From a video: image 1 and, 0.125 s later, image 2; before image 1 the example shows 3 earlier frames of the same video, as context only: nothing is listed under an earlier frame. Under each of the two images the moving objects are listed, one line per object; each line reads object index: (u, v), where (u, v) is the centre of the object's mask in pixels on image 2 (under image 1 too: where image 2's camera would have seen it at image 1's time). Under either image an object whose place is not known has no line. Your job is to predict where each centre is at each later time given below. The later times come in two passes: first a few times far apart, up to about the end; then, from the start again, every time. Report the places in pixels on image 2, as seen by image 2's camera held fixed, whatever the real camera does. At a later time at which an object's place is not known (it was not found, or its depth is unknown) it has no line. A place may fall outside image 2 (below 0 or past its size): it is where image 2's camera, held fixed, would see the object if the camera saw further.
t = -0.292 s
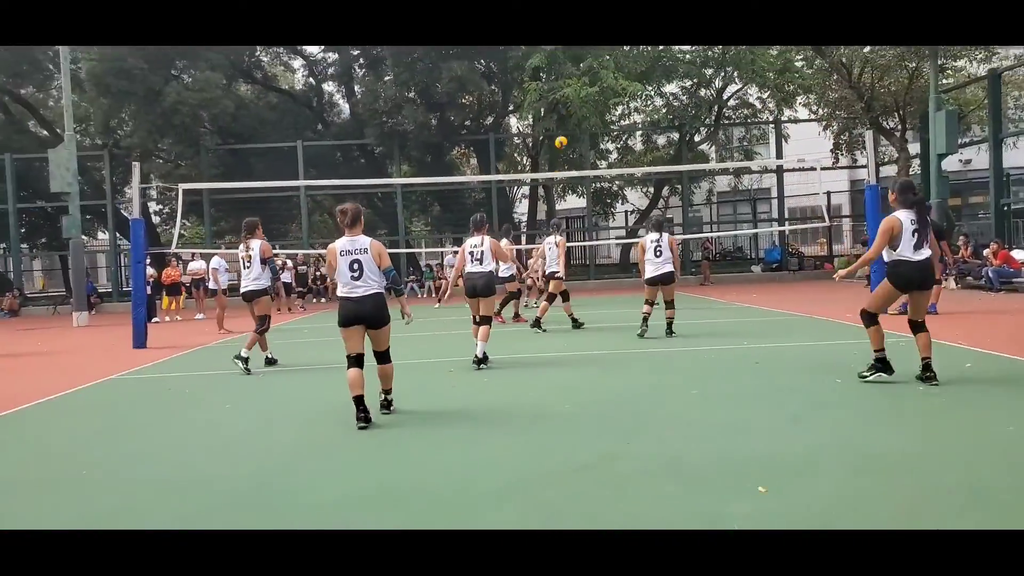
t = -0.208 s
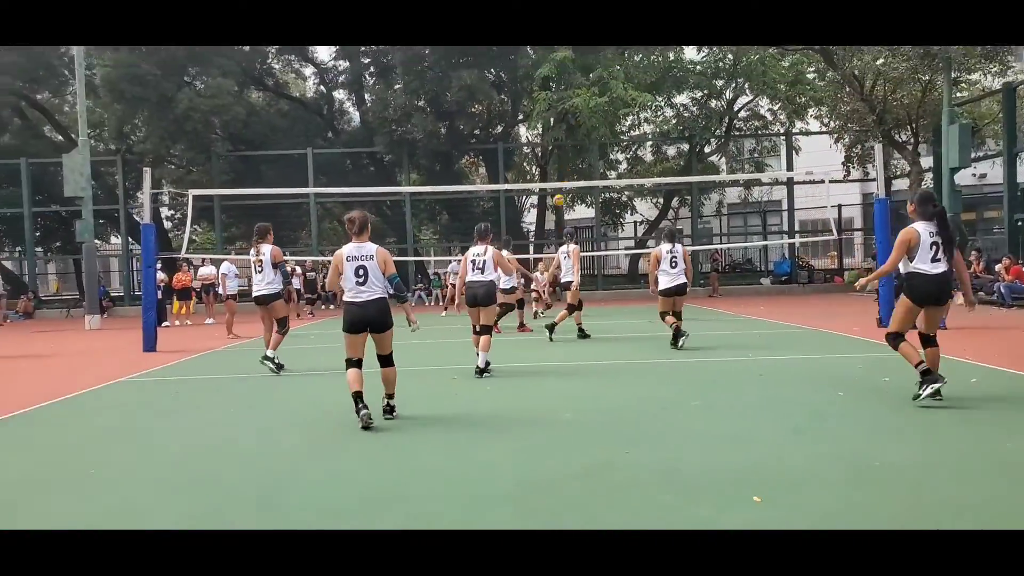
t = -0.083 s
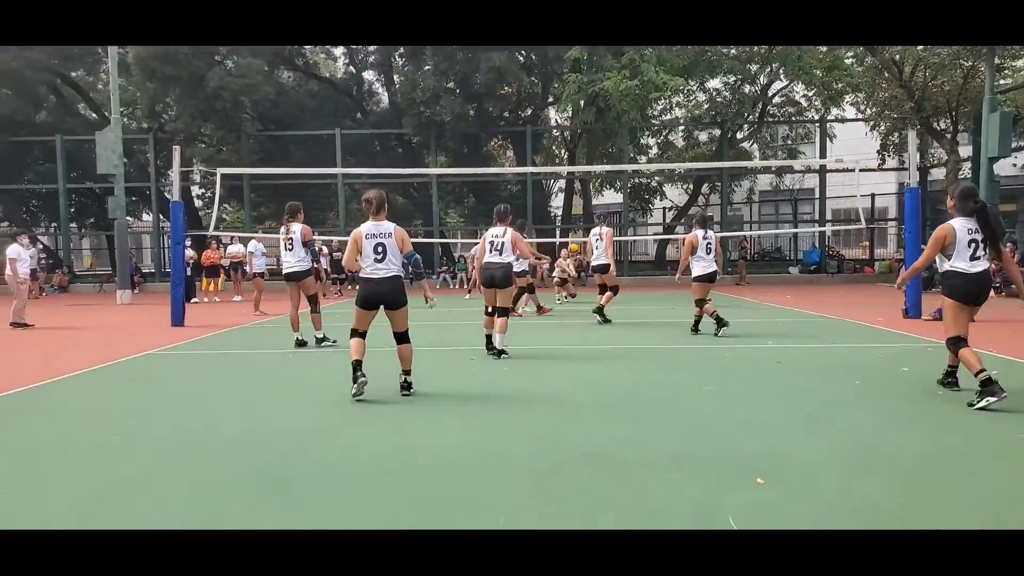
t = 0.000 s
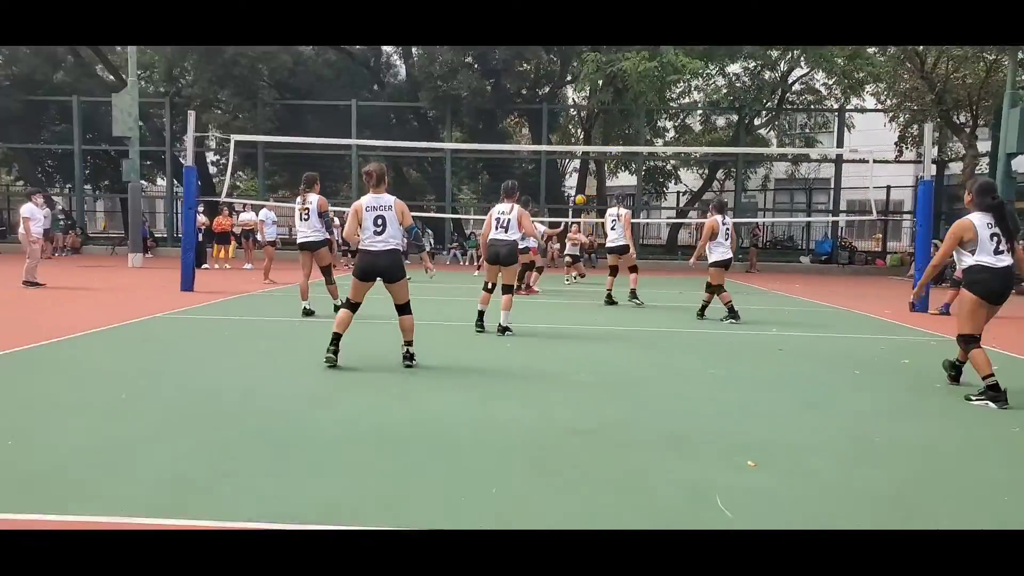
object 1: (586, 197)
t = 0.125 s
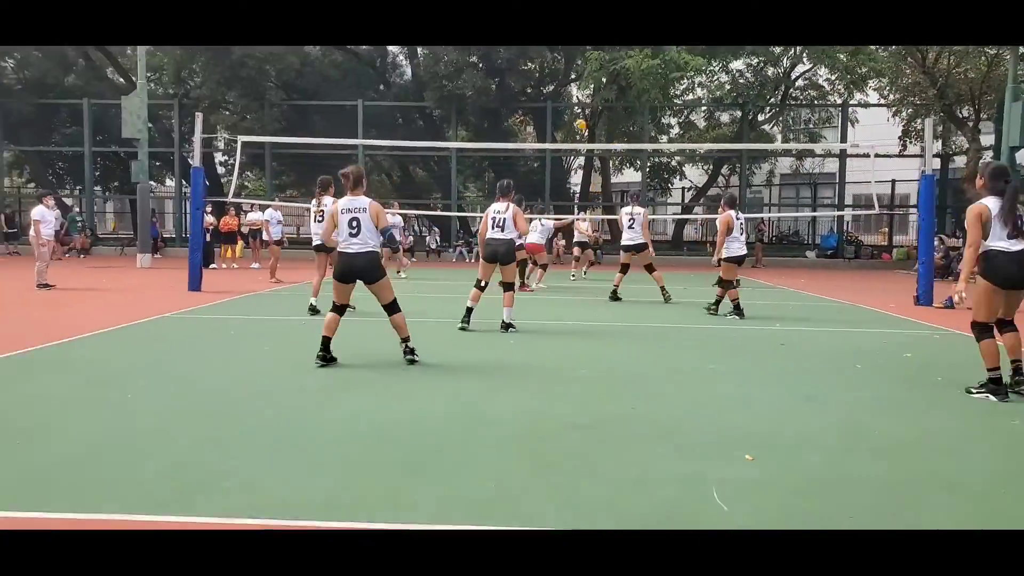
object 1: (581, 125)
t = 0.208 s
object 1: (578, 88)
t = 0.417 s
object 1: (568, 37)
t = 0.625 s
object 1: (555, 32)
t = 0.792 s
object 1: (544, 66)
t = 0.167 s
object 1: (579, 106)
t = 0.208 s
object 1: (578, 88)
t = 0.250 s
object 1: (576, 80)
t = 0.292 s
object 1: (574, 66)
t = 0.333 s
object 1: (572, 54)
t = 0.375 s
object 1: (570, 44)
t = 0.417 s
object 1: (568, 37)
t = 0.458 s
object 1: (565, 31)
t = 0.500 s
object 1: (562, 29)
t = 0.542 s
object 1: (560, 28)
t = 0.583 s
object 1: (559, 29)
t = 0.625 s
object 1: (555, 32)
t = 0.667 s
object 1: (553, 37)
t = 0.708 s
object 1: (550, 44)
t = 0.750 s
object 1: (547, 54)
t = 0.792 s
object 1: (544, 66)
